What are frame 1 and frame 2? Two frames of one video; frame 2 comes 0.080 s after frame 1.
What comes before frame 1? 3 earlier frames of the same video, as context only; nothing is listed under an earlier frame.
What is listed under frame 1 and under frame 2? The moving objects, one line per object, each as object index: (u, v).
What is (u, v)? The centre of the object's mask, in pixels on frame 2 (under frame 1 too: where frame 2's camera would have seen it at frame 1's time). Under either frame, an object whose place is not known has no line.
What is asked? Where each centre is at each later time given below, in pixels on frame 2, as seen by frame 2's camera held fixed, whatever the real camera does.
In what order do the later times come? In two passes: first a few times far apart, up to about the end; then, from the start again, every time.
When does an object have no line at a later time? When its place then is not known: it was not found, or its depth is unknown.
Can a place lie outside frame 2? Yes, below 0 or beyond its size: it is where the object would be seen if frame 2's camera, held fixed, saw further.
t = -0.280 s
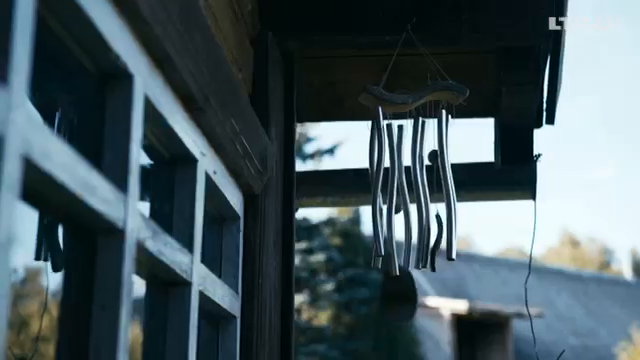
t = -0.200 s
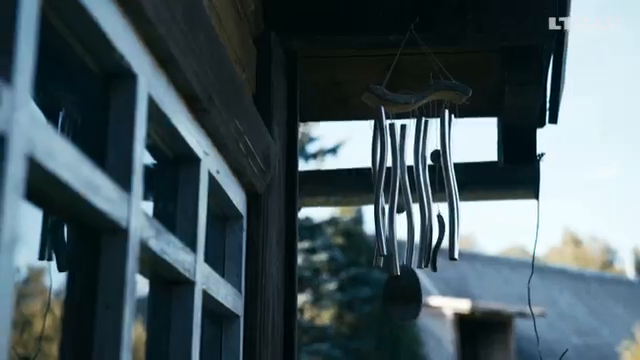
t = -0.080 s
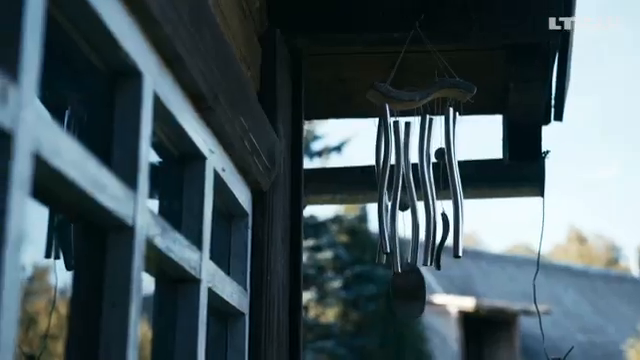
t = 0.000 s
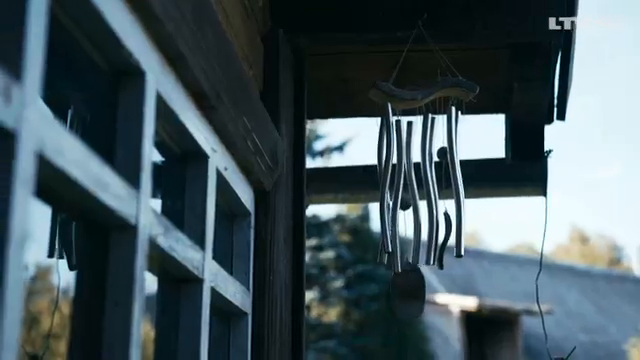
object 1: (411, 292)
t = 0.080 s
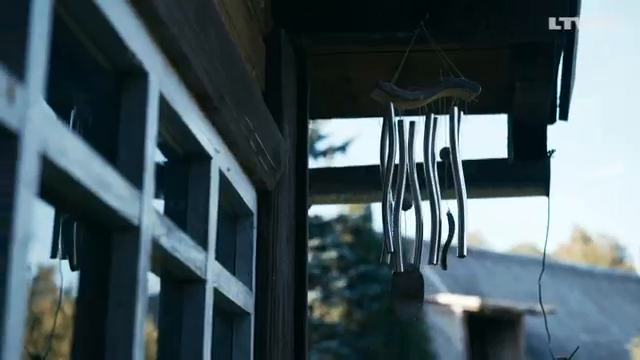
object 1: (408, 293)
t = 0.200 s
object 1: (402, 293)
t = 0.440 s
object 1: (399, 292)
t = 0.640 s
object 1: (407, 293)
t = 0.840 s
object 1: (418, 290)
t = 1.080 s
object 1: (410, 291)
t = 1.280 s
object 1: (397, 291)
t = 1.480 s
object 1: (398, 291)
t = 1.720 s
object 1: (409, 292)
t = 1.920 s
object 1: (414, 292)
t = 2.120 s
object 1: (411, 292)
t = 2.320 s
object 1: (404, 291)
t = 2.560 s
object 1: (400, 291)
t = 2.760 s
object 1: (404, 291)
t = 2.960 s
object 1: (410, 293)
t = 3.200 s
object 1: (411, 293)
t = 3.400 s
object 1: (407, 291)
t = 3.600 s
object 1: (403, 289)
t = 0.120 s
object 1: (405, 294)
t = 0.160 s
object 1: (403, 293)
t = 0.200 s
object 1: (402, 293)
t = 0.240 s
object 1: (400, 293)
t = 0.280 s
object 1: (399, 292)
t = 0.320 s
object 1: (398, 292)
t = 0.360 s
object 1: (397, 292)
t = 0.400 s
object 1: (398, 292)
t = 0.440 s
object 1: (399, 292)
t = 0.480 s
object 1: (400, 292)
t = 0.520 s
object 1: (402, 292)
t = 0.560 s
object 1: (403, 293)
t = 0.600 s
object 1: (405, 294)
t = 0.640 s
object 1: (407, 293)
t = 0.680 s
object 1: (410, 293)
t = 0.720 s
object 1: (412, 293)
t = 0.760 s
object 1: (415, 291)
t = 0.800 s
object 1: (416, 290)
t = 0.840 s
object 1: (418, 290)
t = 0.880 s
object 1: (417, 291)
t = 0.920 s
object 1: (417, 291)
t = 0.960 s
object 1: (416, 291)
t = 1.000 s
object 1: (415, 291)
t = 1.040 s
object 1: (412, 291)
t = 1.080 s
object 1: (410, 291)
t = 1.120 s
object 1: (407, 292)
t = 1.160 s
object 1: (404, 293)
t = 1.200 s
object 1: (402, 291)
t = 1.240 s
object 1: (400, 291)
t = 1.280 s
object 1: (397, 291)
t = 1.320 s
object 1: (397, 291)
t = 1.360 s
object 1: (397, 290)
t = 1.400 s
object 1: (396, 290)
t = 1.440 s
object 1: (397, 290)
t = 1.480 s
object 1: (398, 291)
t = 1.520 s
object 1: (399, 291)
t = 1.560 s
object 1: (401, 291)
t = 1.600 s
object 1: (402, 291)
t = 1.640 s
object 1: (404, 291)
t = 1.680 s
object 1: (407, 291)
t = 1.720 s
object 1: (409, 292)
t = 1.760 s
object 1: (410, 291)
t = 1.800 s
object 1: (411, 292)
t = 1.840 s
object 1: (413, 292)
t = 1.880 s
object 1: (414, 292)
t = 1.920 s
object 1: (414, 292)
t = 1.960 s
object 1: (414, 292)
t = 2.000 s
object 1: (414, 292)
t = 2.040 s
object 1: (413, 292)
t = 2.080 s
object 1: (412, 292)
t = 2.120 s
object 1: (411, 292)
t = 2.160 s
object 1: (410, 292)
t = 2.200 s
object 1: (409, 292)
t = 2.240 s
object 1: (406, 291)
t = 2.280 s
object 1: (405, 291)
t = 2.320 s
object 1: (404, 291)
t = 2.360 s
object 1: (402, 290)
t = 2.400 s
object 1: (401, 290)
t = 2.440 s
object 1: (401, 289)
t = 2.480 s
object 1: (400, 290)
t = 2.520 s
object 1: (400, 289)
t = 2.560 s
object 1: (400, 291)
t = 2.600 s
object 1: (400, 291)
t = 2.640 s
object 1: (401, 291)
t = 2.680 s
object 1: (402, 291)
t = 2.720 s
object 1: (403, 291)
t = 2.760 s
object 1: (404, 291)
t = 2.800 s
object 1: (406, 291)
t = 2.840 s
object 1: (407, 292)
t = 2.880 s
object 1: (408, 293)
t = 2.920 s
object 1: (409, 293)
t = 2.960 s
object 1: (410, 293)
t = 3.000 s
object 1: (411, 293)
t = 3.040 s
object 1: (412, 293)
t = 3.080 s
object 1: (412, 294)
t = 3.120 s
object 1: (412, 293)
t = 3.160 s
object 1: (411, 293)
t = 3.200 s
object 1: (411, 293)
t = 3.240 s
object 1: (411, 292)
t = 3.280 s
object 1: (410, 292)
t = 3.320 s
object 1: (409, 292)
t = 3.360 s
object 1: (408, 292)
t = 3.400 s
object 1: (407, 291)
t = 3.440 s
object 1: (406, 290)
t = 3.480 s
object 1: (405, 290)
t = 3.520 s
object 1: (404, 289)
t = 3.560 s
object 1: (403, 289)
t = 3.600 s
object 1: (403, 289)
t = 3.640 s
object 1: (403, 290)
